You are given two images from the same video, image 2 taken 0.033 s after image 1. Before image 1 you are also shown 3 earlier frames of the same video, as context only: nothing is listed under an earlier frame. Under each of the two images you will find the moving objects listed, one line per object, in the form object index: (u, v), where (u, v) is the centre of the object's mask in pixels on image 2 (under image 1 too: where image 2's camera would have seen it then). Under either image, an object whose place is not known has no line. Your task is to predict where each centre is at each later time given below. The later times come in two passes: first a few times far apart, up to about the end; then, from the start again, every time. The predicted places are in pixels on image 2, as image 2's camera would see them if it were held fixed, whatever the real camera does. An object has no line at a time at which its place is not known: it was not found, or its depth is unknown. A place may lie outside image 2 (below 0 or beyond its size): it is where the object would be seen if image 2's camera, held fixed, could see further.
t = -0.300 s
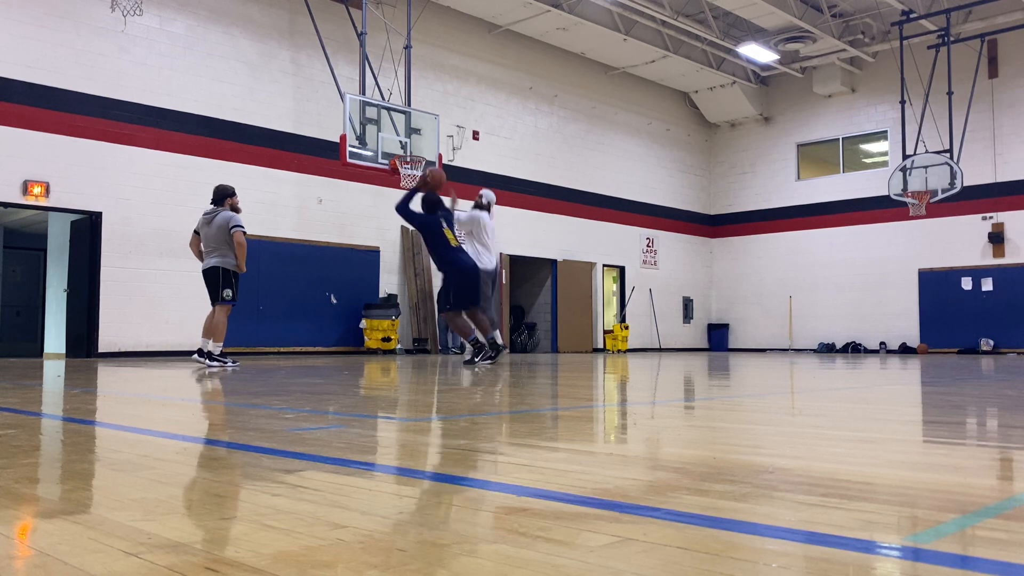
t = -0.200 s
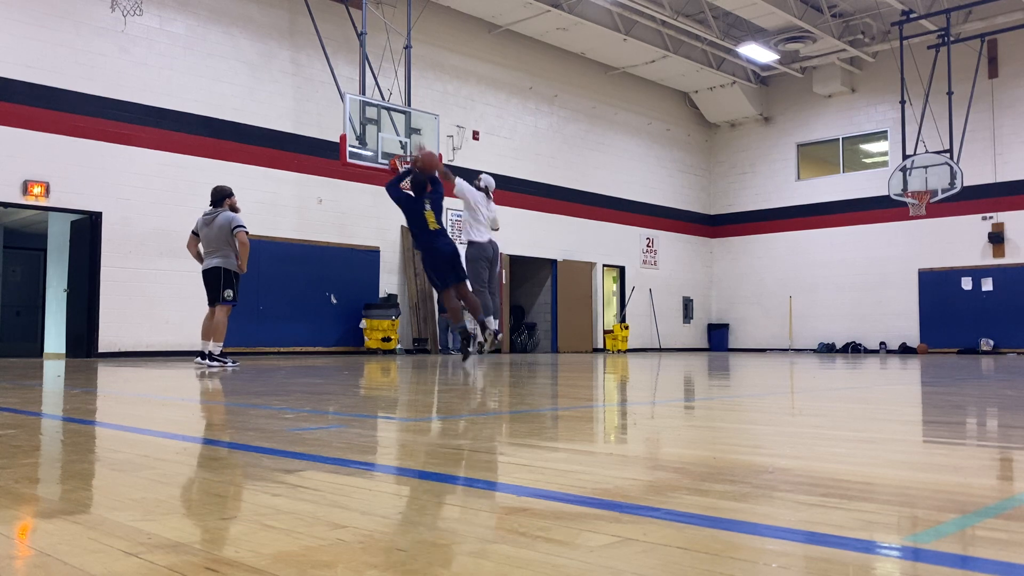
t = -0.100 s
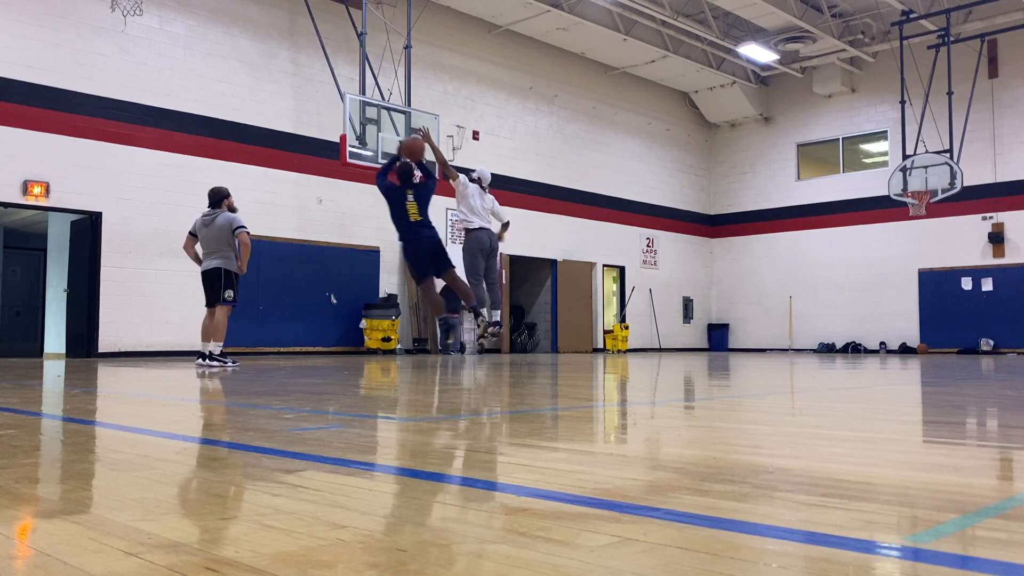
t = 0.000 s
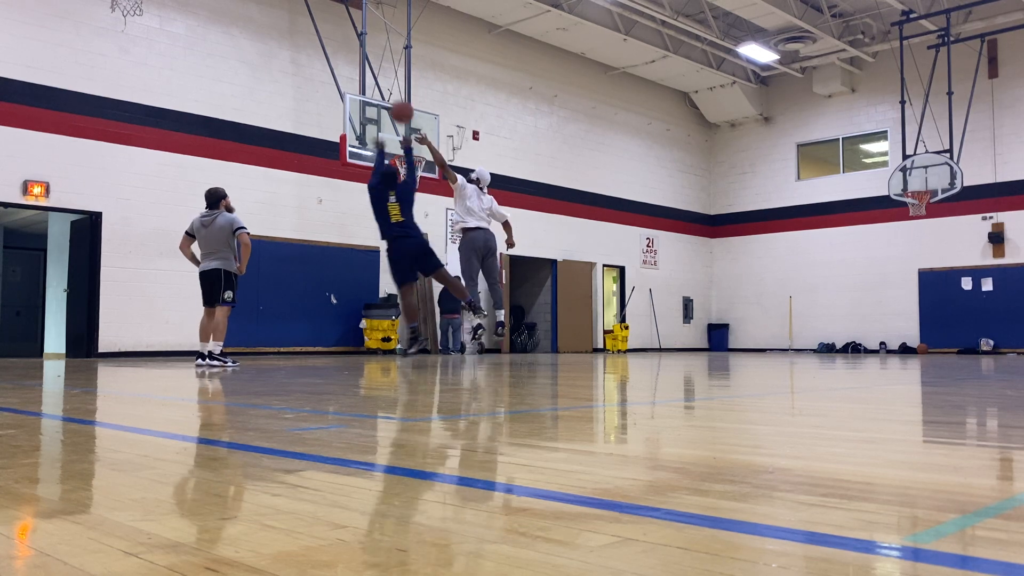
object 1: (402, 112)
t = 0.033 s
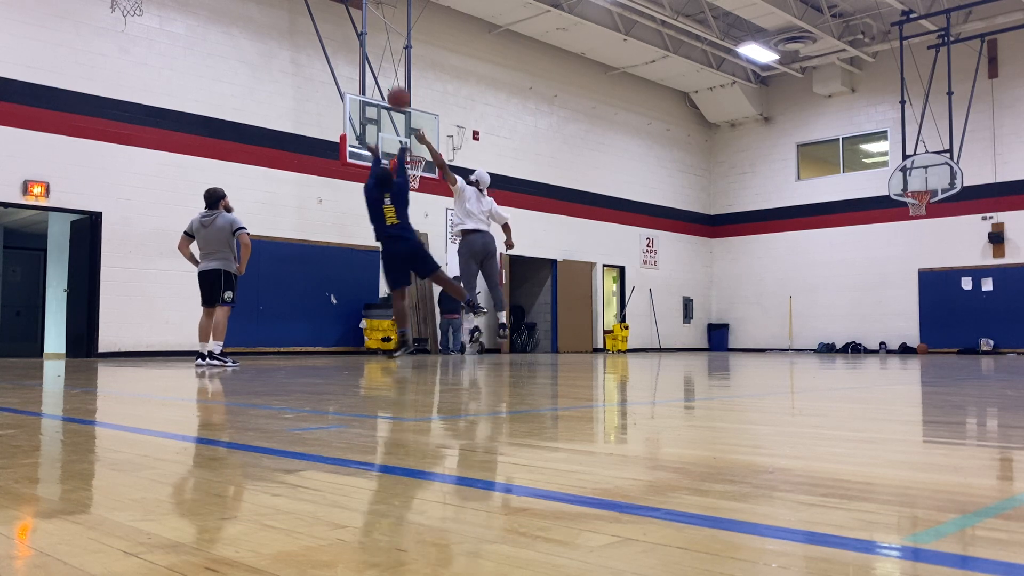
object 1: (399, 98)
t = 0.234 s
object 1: (382, 42)
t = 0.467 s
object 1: (365, 26)
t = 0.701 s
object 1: (351, 53)
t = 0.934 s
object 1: (338, 118)
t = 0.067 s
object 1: (395, 86)
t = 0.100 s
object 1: (392, 75)
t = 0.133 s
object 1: (390, 65)
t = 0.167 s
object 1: (387, 56)
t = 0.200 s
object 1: (384, 49)
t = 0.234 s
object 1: (382, 42)
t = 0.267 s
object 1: (379, 36)
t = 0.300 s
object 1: (377, 32)
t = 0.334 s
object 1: (375, 29)
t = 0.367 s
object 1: (372, 27)
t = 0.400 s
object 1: (370, 25)
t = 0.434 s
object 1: (368, 25)
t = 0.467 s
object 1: (365, 26)
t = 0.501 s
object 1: (363, 27)
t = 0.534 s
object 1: (361, 29)
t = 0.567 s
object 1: (359, 32)
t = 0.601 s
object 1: (357, 36)
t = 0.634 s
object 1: (355, 41)
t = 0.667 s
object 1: (353, 46)
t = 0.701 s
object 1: (351, 53)
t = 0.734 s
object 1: (349, 60)
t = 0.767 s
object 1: (347, 68)
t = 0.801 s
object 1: (345, 76)
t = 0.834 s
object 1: (344, 86)
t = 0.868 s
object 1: (342, 96)
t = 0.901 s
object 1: (340, 106)
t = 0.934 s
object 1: (338, 118)
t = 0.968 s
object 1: (336, 129)
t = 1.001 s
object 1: (335, 142)
